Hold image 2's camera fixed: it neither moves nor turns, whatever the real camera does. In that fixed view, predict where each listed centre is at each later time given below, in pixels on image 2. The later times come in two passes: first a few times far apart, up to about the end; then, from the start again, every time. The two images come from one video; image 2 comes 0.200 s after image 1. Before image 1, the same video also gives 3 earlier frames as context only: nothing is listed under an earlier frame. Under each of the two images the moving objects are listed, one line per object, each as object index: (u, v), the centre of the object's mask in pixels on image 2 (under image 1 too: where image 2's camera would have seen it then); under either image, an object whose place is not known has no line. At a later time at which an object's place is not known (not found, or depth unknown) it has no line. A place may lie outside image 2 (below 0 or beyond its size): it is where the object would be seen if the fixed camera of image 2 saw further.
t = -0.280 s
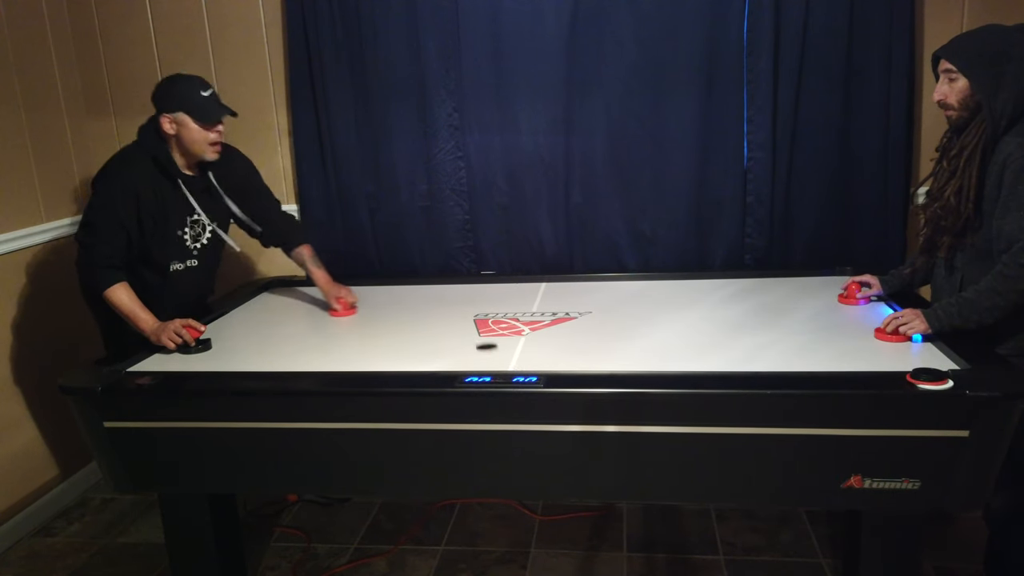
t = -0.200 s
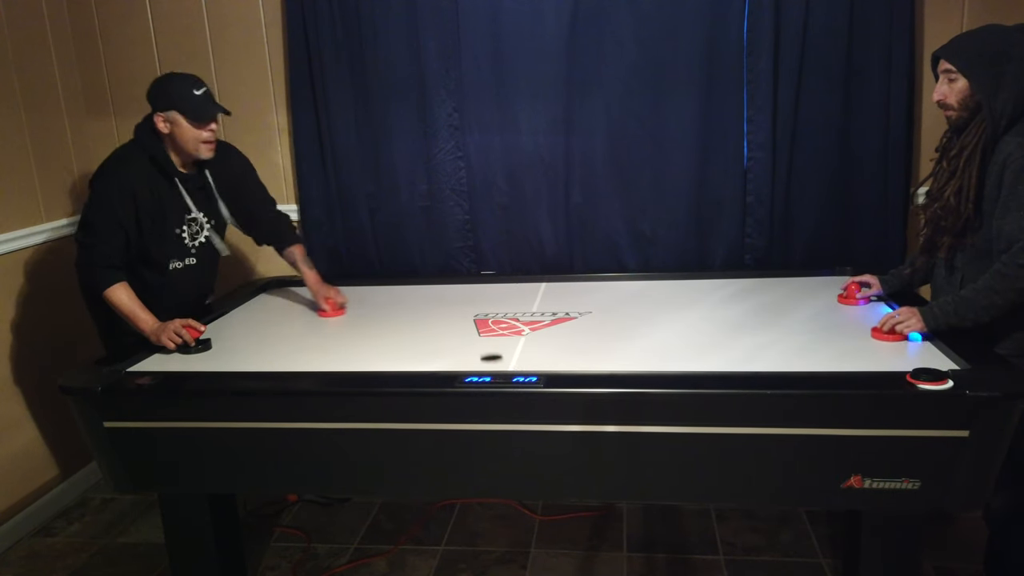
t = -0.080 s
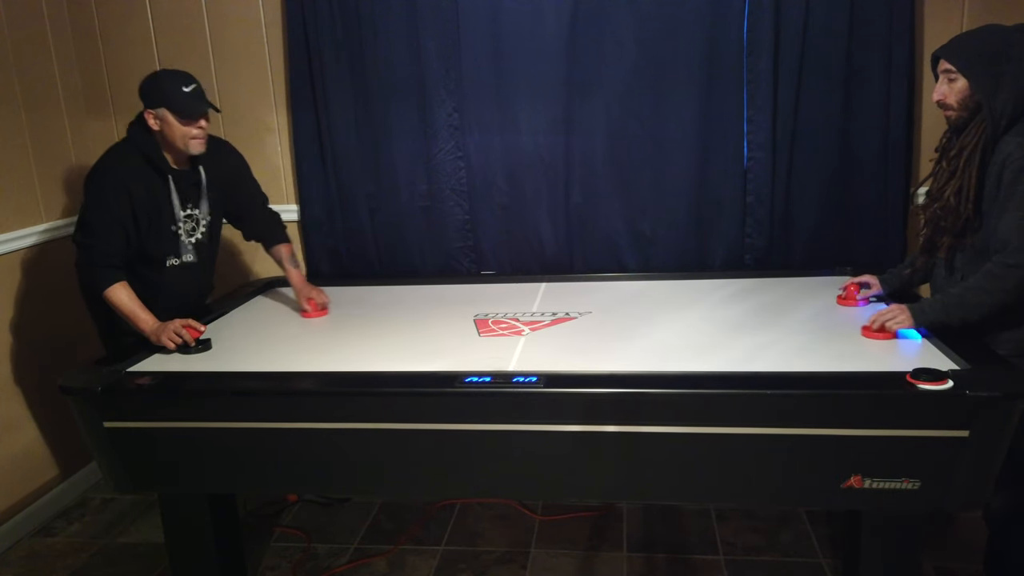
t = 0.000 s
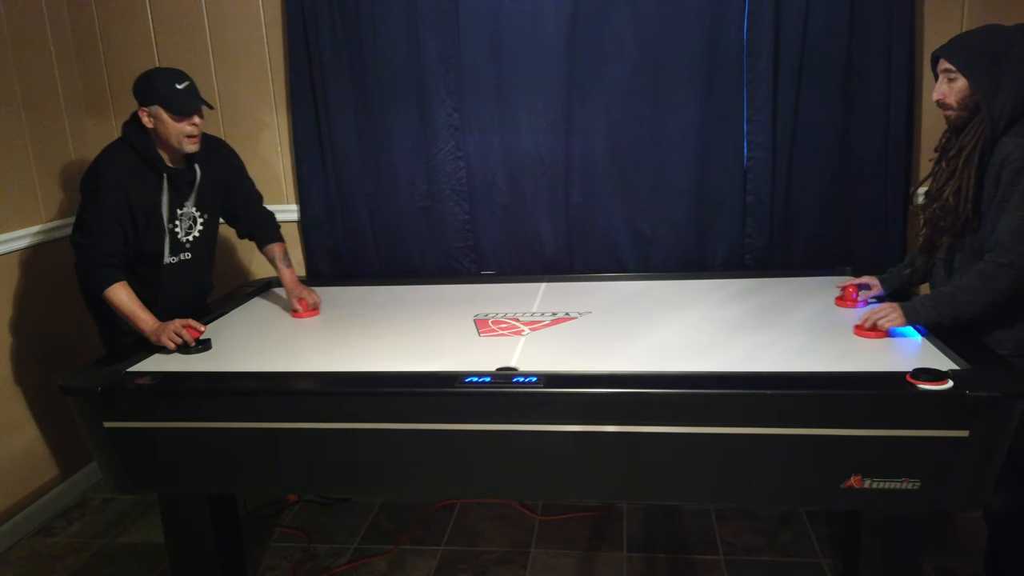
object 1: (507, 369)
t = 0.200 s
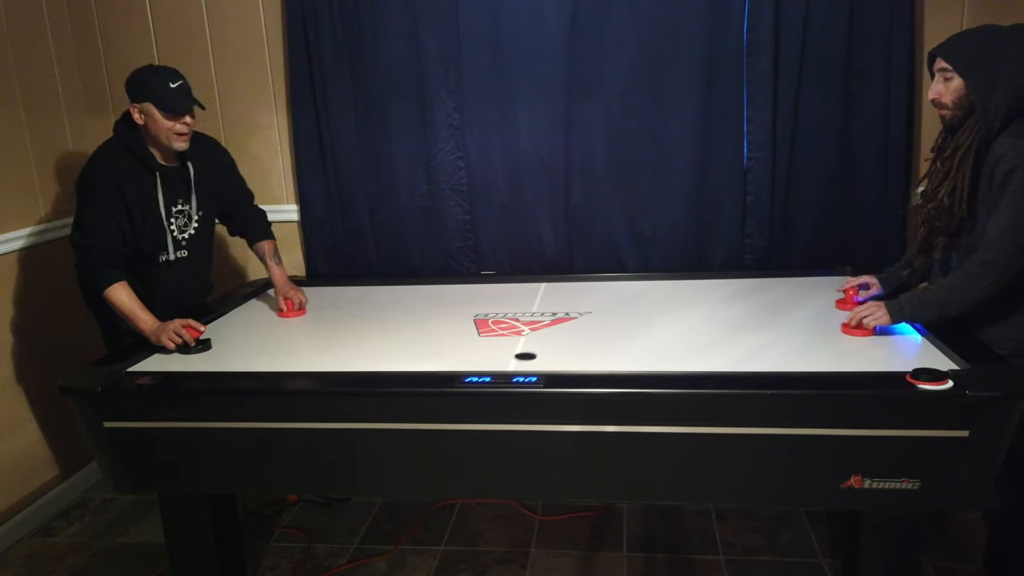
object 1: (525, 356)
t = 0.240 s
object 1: (528, 353)
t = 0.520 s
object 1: (551, 336)
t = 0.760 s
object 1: (567, 324)
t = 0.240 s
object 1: (528, 353)
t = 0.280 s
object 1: (532, 351)
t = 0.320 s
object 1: (535, 348)
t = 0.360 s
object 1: (539, 346)
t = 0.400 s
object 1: (541, 343)
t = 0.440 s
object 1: (545, 341)
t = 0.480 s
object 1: (548, 339)
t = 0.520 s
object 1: (551, 336)
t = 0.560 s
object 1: (554, 334)
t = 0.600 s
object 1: (556, 332)
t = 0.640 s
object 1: (559, 330)
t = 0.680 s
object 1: (562, 328)
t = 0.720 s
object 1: (565, 326)
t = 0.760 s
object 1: (567, 324)
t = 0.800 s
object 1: (570, 322)
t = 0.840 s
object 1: (572, 320)
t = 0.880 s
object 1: (574, 319)
